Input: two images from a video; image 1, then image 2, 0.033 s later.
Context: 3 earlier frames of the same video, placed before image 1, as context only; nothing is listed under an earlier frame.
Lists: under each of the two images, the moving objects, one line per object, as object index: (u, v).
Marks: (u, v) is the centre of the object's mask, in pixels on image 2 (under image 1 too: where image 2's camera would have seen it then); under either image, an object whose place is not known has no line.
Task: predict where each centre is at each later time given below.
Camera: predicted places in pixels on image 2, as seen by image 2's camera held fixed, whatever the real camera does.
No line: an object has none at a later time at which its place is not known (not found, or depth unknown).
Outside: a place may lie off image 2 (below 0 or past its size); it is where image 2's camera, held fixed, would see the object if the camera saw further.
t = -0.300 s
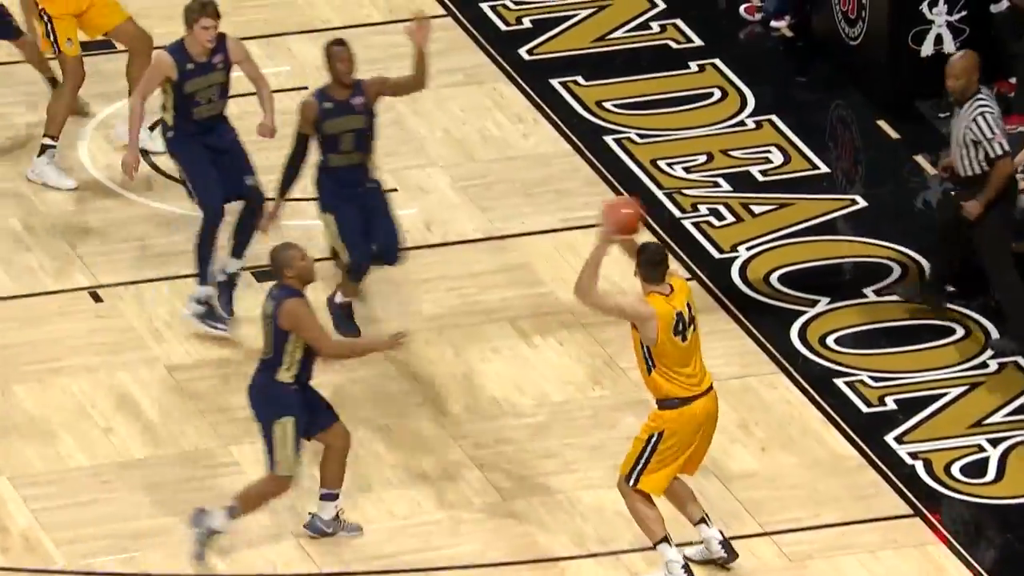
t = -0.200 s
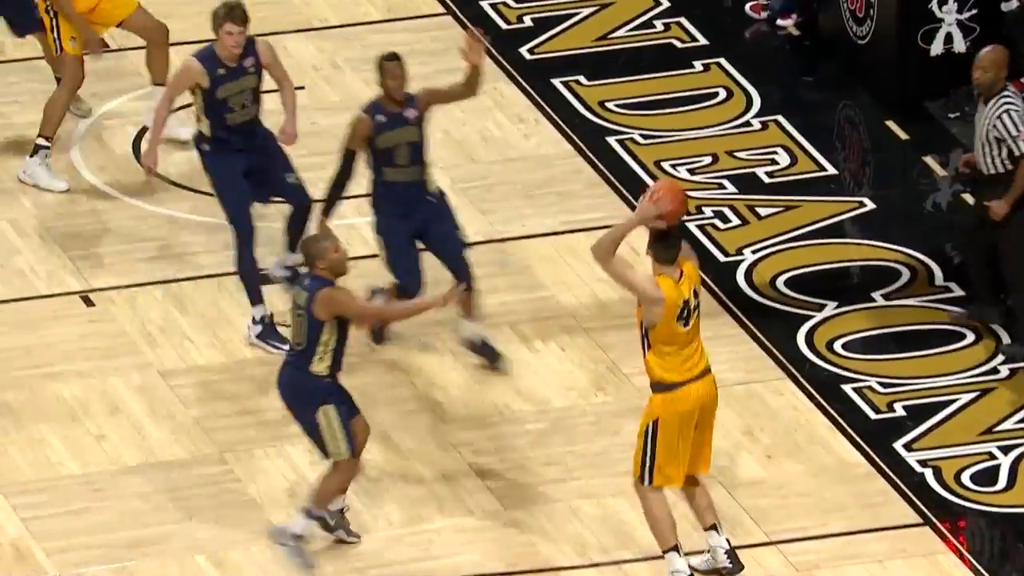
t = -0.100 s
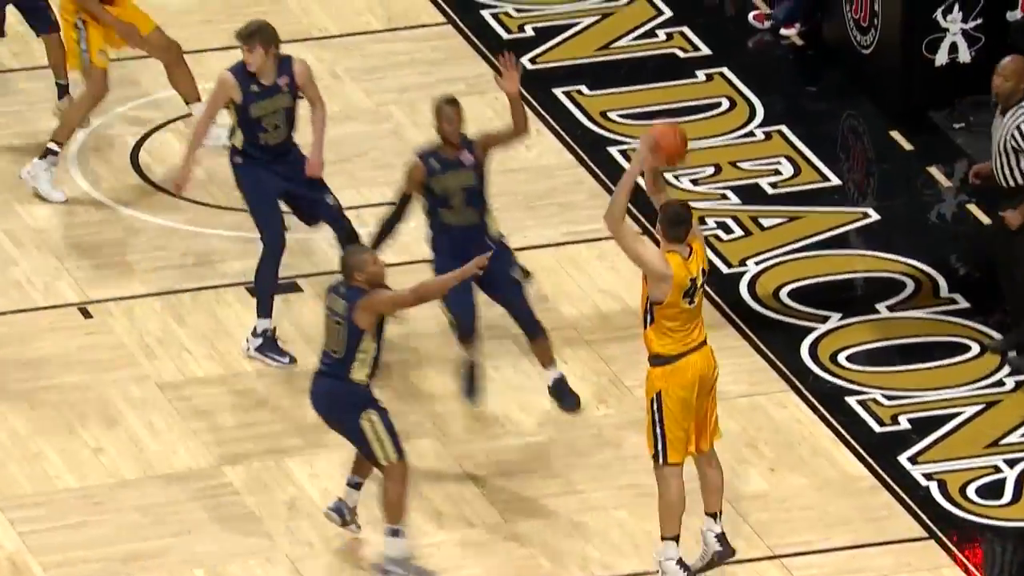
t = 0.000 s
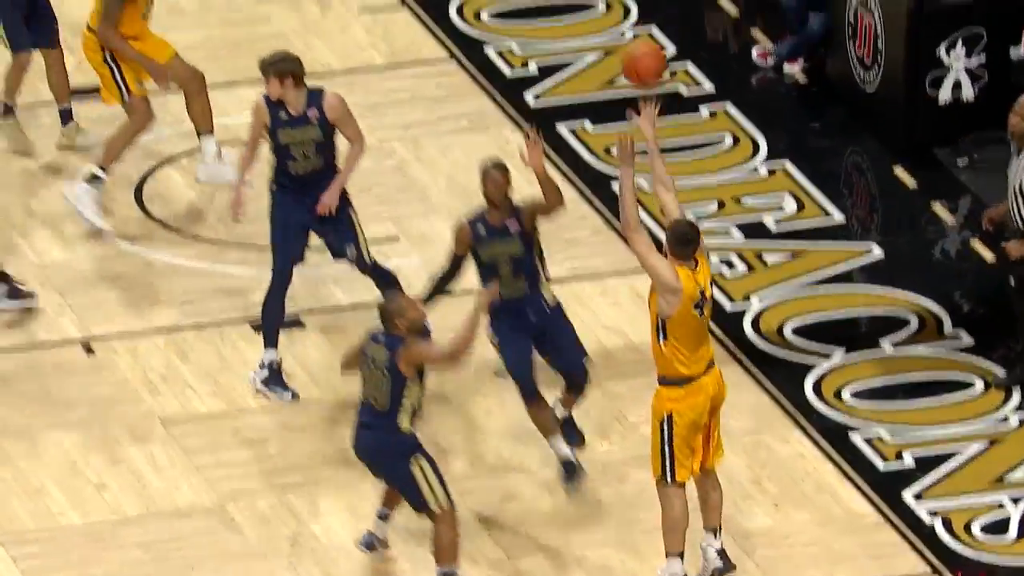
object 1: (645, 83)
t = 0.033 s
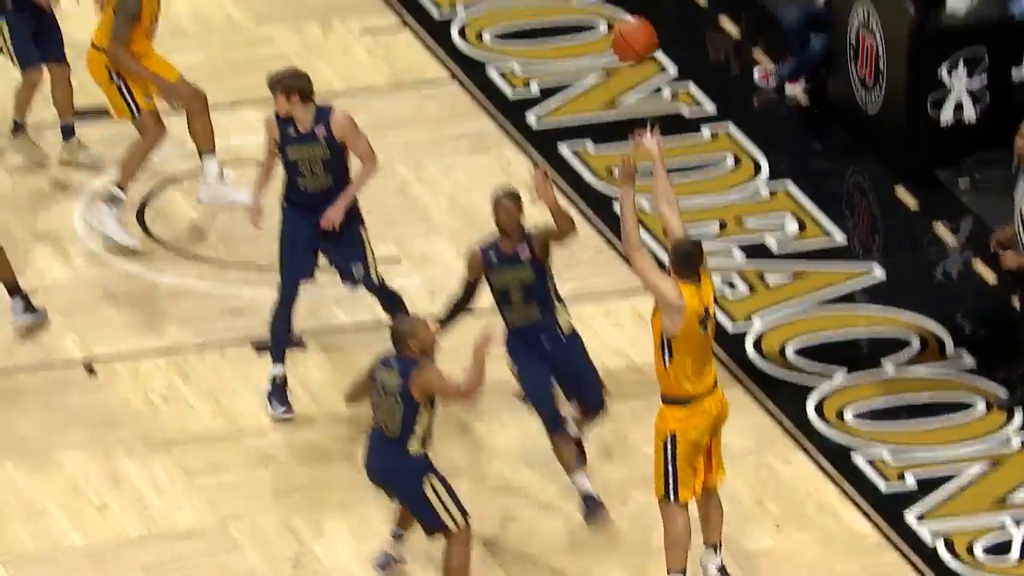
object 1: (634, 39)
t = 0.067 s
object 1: (623, -2)
